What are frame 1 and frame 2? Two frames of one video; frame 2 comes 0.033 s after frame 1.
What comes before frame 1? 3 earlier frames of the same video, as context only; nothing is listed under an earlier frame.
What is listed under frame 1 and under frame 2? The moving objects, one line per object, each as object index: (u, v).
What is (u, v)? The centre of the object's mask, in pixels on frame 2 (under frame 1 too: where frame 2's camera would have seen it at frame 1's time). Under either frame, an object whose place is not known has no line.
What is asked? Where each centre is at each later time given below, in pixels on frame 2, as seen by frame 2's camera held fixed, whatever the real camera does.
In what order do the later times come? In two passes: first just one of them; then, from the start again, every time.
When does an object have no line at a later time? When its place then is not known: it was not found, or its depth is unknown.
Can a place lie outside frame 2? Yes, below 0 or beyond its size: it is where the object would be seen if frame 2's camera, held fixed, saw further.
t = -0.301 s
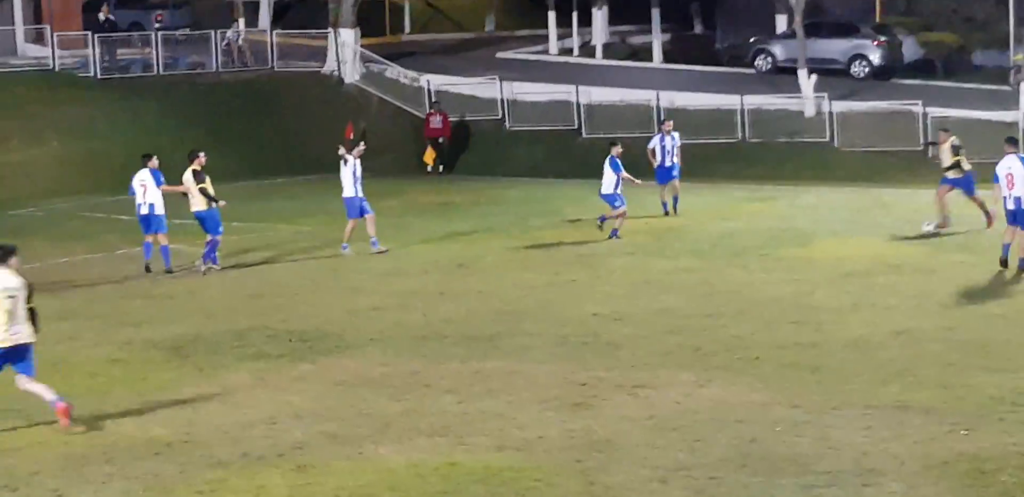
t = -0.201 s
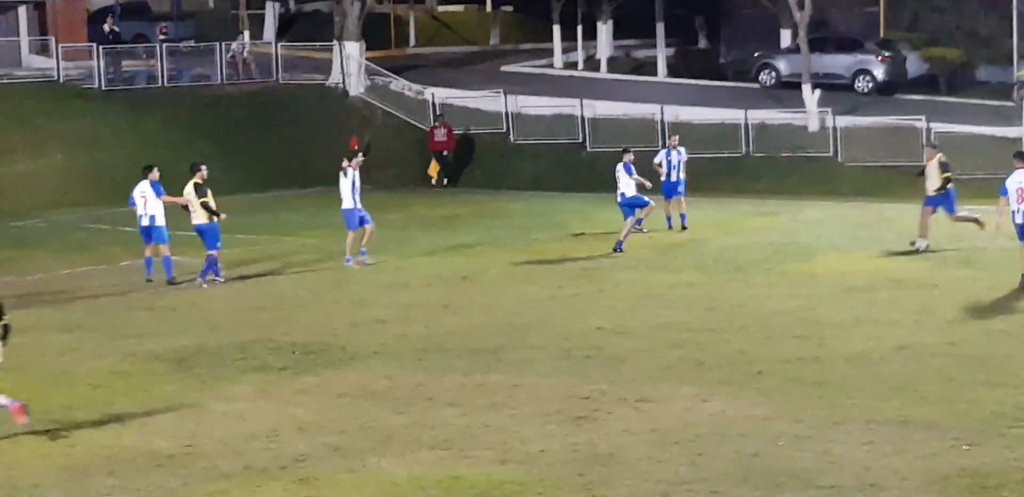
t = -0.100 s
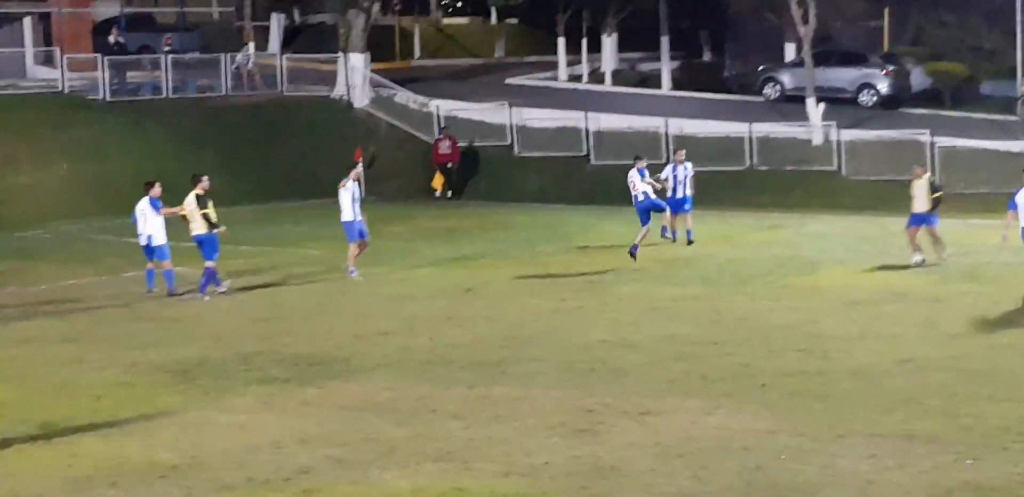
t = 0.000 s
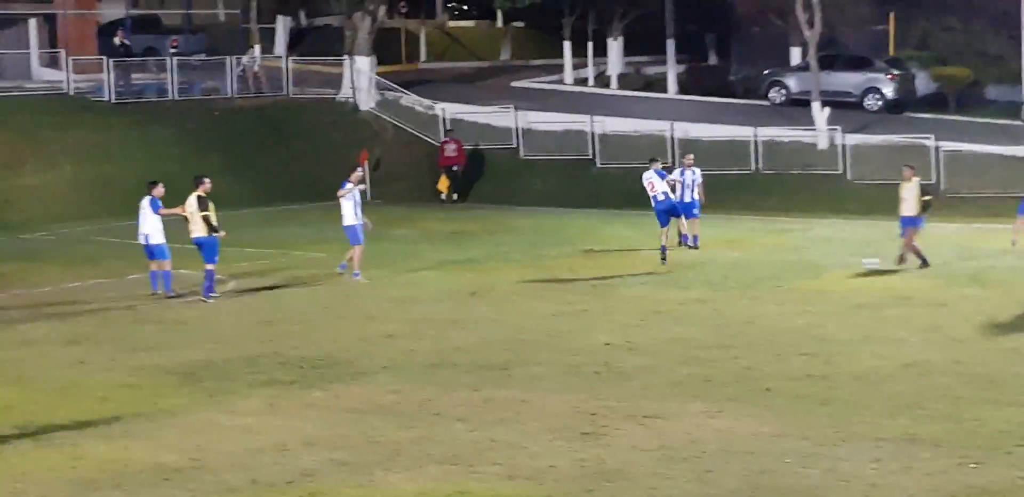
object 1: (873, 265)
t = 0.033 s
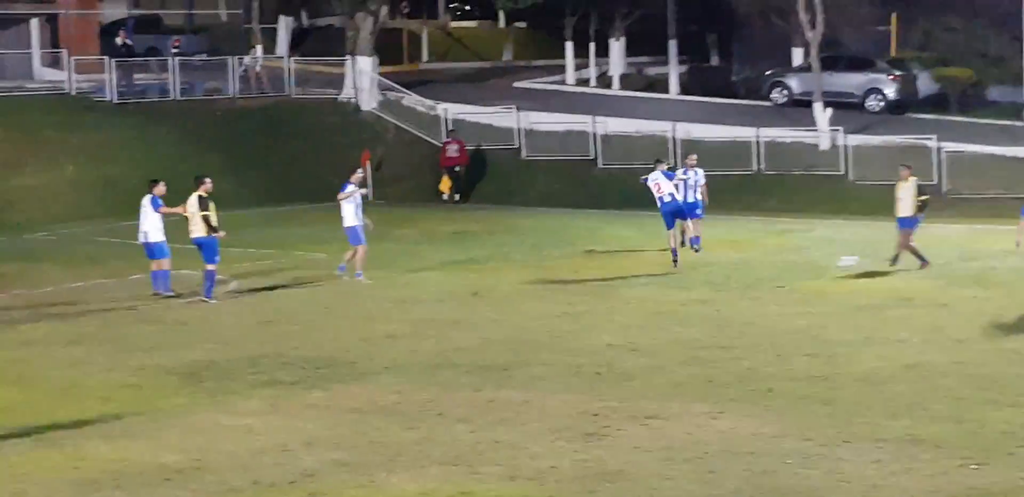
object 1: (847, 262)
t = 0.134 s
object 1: (768, 266)
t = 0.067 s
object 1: (822, 263)
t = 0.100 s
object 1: (794, 264)
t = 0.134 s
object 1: (768, 266)
